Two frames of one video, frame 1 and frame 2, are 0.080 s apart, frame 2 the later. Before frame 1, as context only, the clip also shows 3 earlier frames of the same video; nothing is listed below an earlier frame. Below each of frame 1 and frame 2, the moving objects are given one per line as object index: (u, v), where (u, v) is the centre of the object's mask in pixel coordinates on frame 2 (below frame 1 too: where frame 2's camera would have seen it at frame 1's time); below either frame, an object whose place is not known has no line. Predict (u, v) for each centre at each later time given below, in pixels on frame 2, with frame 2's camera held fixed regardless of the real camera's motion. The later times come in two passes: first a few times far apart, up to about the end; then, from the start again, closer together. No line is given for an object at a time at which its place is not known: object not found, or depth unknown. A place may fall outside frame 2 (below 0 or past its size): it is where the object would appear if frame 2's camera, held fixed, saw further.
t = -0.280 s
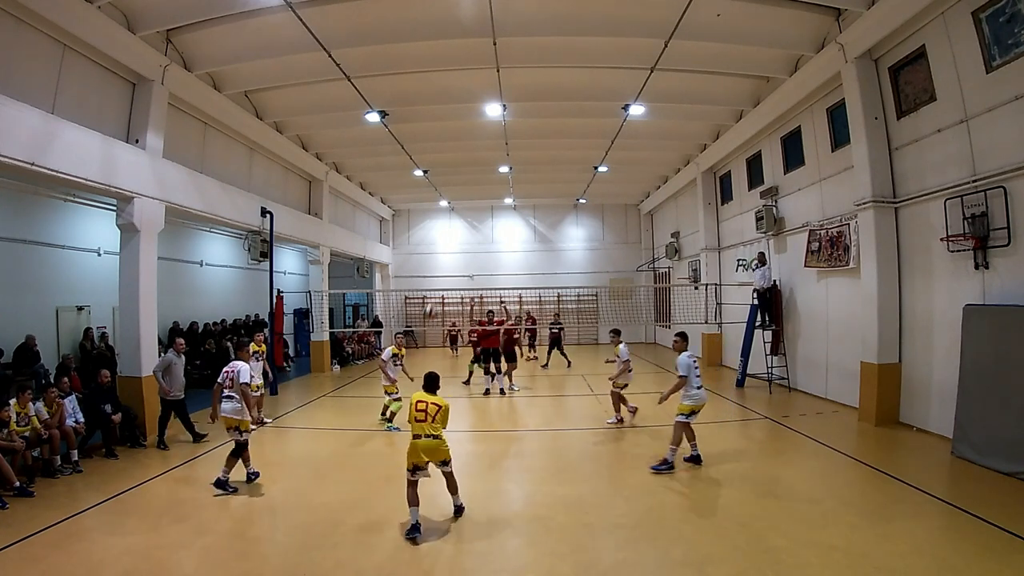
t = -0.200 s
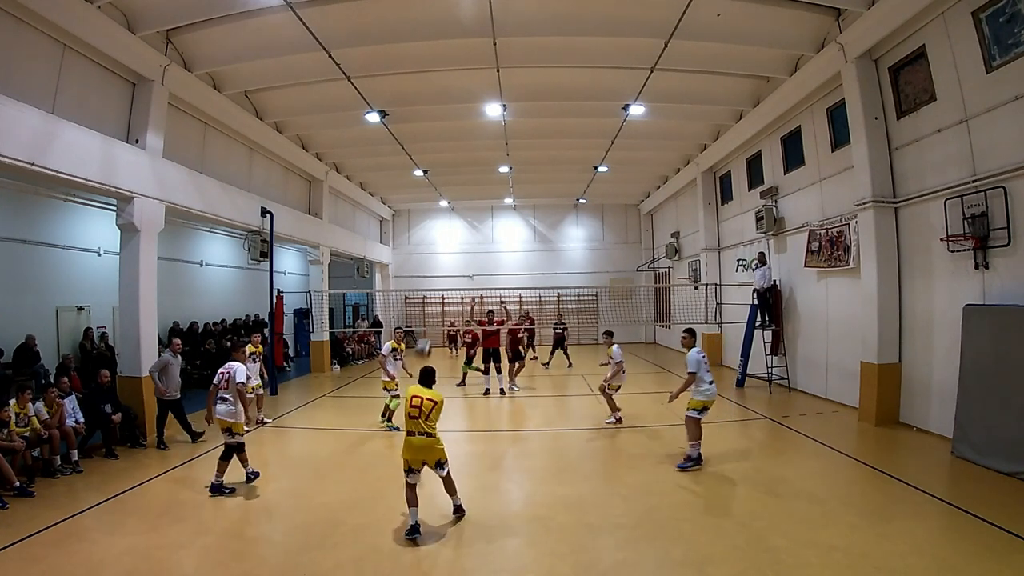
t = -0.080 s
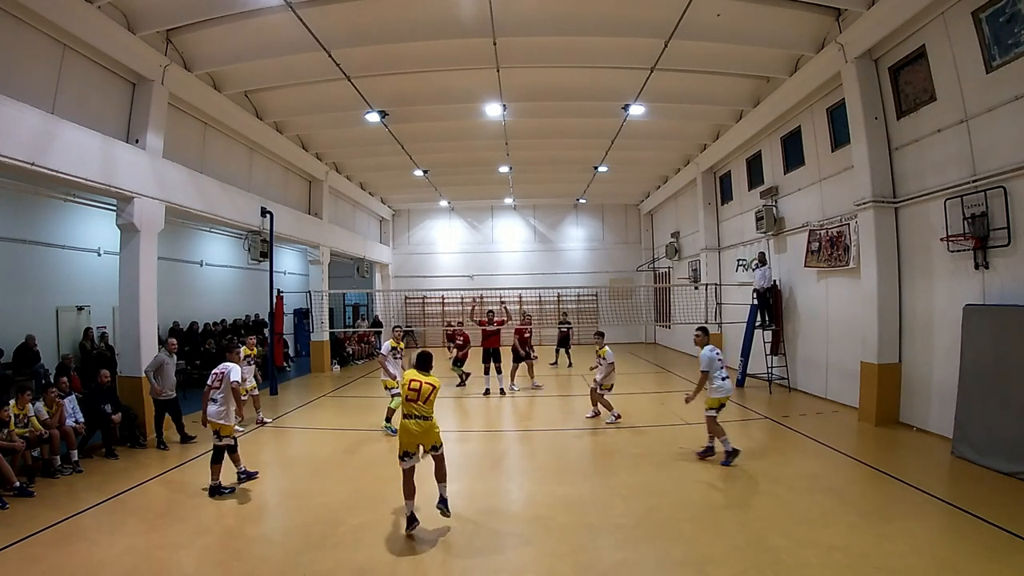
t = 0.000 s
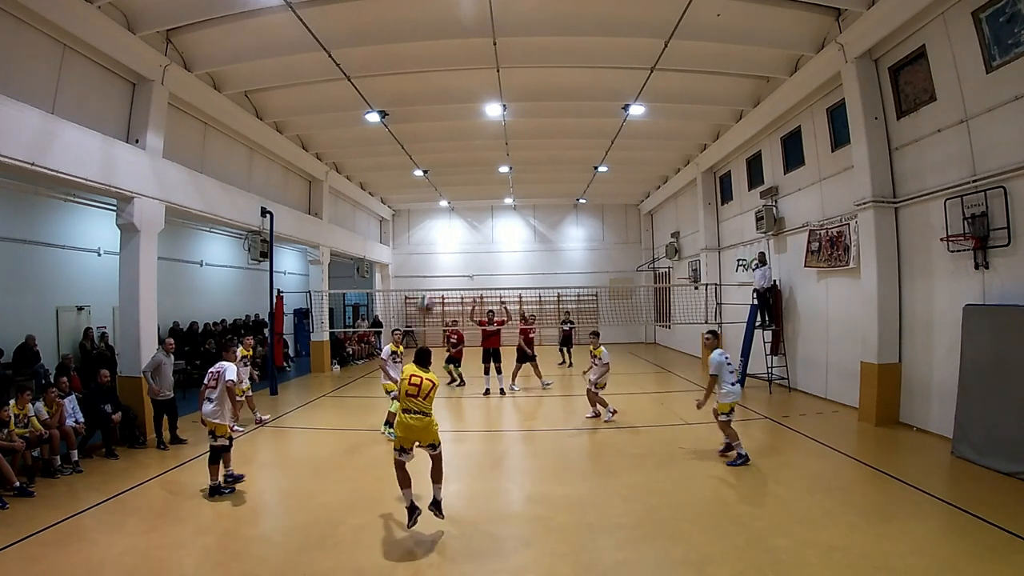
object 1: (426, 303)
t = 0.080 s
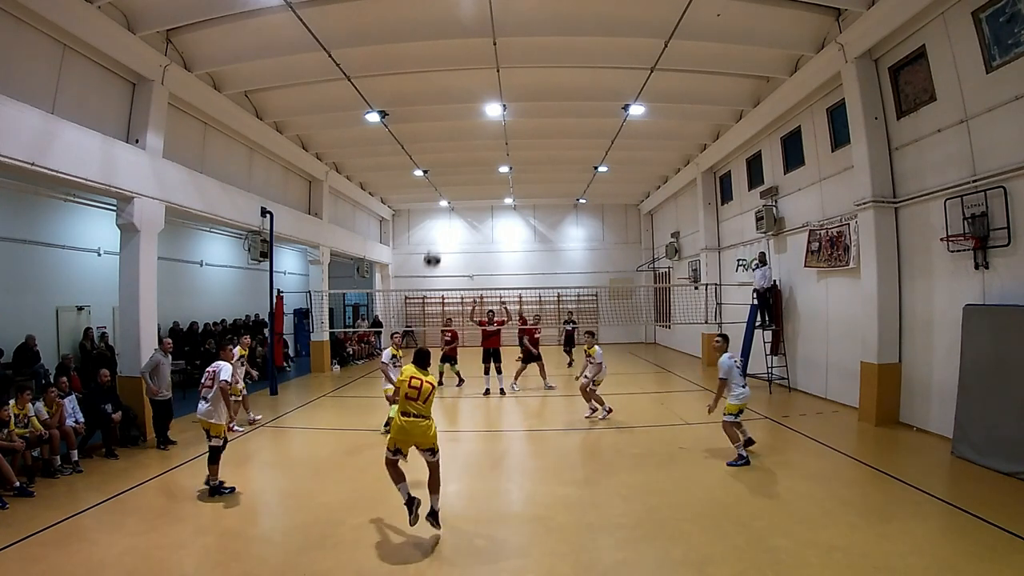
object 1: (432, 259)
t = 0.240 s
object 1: (446, 193)
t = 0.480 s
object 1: (464, 149)
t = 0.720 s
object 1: (479, 147)
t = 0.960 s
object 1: (491, 175)
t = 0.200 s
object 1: (443, 205)
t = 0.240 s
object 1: (446, 193)
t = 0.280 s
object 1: (449, 182)
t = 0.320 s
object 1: (453, 172)
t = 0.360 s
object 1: (456, 165)
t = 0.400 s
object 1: (459, 158)
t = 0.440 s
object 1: (461, 153)
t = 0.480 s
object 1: (464, 149)
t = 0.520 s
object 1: (467, 146)
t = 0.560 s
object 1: (469, 144)
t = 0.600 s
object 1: (472, 143)
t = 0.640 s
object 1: (474, 144)
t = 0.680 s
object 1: (476, 145)
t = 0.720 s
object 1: (479, 147)
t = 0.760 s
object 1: (480, 150)
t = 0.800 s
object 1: (483, 153)
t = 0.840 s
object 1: (485, 158)
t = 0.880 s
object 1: (487, 163)
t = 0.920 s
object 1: (489, 169)
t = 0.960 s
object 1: (491, 175)
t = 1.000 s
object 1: (493, 183)
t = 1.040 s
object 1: (495, 190)
